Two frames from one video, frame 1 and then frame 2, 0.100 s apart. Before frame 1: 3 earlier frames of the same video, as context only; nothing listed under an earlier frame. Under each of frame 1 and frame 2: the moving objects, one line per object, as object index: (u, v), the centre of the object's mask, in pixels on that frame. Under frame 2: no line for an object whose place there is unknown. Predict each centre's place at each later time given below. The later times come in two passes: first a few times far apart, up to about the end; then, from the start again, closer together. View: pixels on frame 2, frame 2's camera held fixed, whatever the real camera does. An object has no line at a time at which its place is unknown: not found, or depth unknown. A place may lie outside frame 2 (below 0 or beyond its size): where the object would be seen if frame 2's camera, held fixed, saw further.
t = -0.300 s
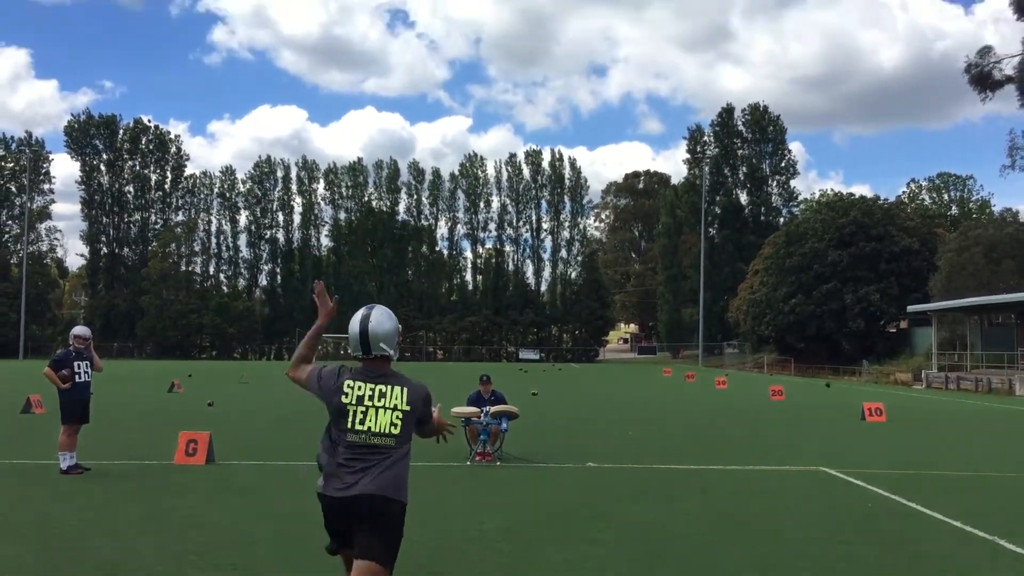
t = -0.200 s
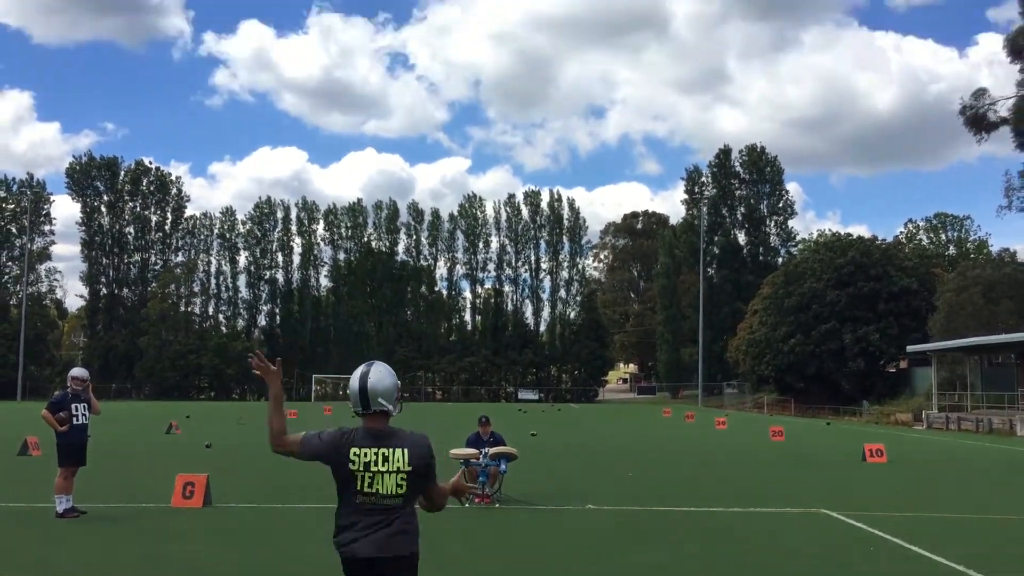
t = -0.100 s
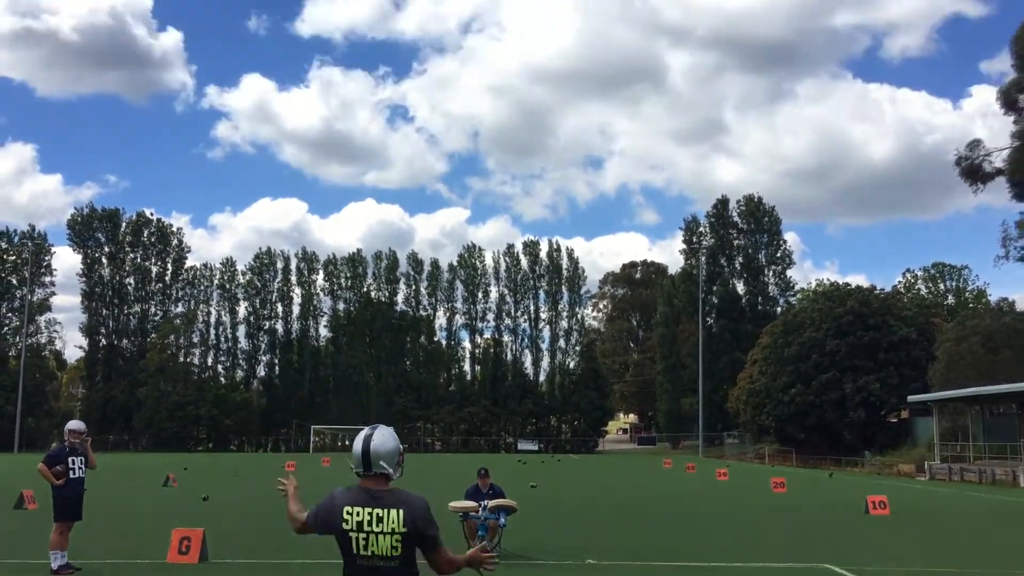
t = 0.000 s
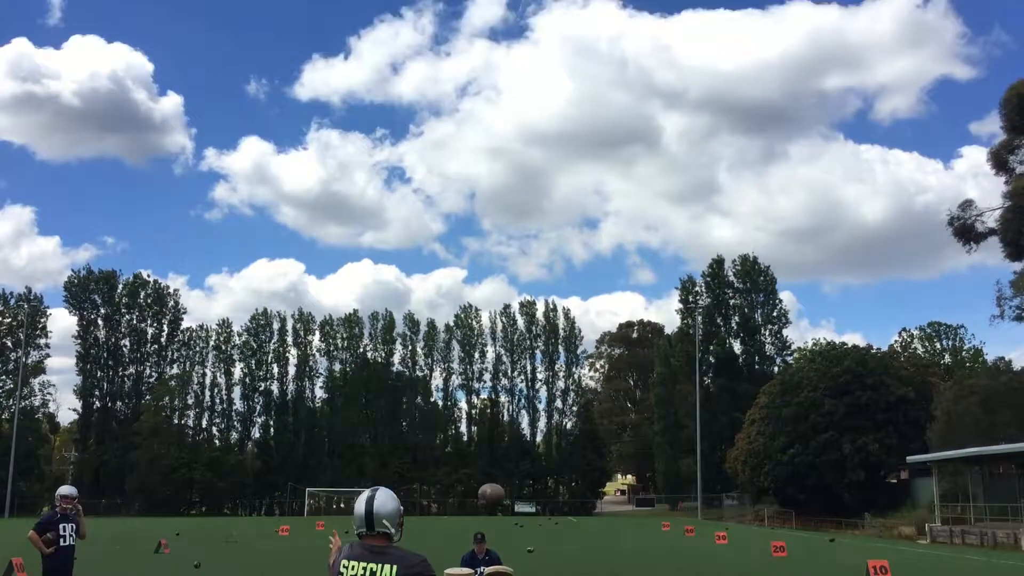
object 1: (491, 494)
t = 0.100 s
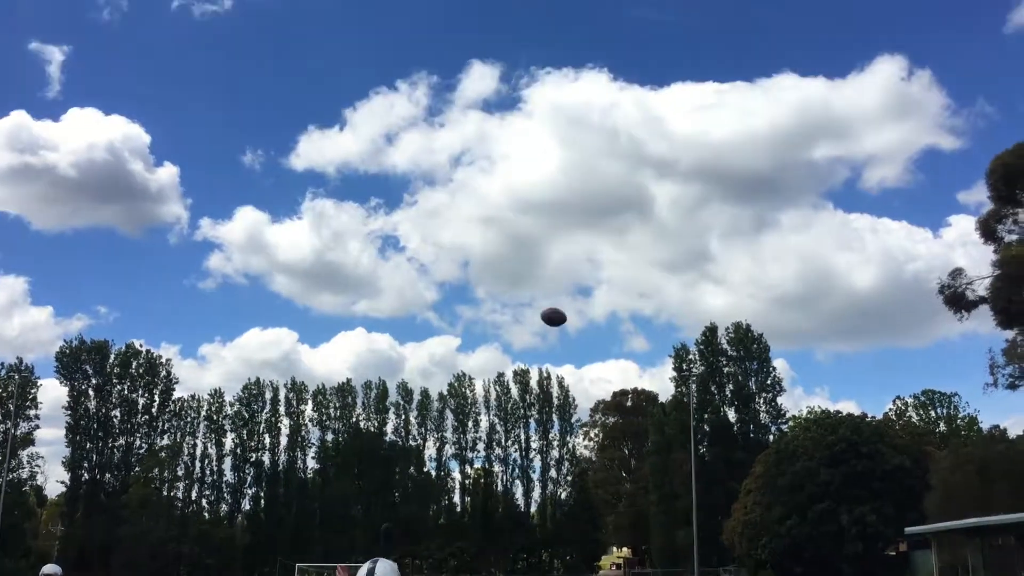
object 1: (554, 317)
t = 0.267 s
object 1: (609, 104)
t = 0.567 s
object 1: (627, -44)
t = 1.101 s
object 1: (627, -125)
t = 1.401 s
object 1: (633, -118)
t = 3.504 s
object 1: (679, 341)
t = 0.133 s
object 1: (569, 260)
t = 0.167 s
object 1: (581, 212)
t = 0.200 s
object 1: (592, 170)
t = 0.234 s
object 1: (602, 135)
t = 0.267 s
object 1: (609, 104)
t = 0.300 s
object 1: (615, 77)
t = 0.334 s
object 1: (620, 55)
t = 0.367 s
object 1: (622, 38)
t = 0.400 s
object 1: (625, 19)
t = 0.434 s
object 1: (628, 3)
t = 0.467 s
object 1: (626, -11)
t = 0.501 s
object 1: (626, -22)
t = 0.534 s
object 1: (627, -35)
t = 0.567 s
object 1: (627, -44)
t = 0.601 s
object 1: (628, -55)
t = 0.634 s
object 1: (628, -64)
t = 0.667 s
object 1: (628, -72)
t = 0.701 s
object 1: (628, -79)
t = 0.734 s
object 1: (627, -86)
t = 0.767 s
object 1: (627, -92)
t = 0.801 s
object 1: (627, -98)
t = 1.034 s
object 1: (627, -121)
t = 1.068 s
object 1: (627, -124)
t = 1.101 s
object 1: (627, -125)
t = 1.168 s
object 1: (628, -126)
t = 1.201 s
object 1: (629, -126)
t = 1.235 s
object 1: (630, -125)
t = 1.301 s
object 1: (631, -124)
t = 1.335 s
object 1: (632, -122)
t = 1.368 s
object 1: (632, -121)
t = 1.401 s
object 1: (633, -118)
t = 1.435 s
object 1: (634, -116)
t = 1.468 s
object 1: (634, -113)
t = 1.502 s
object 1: (635, -110)
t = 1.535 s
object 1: (636, -107)
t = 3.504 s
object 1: (679, 341)
